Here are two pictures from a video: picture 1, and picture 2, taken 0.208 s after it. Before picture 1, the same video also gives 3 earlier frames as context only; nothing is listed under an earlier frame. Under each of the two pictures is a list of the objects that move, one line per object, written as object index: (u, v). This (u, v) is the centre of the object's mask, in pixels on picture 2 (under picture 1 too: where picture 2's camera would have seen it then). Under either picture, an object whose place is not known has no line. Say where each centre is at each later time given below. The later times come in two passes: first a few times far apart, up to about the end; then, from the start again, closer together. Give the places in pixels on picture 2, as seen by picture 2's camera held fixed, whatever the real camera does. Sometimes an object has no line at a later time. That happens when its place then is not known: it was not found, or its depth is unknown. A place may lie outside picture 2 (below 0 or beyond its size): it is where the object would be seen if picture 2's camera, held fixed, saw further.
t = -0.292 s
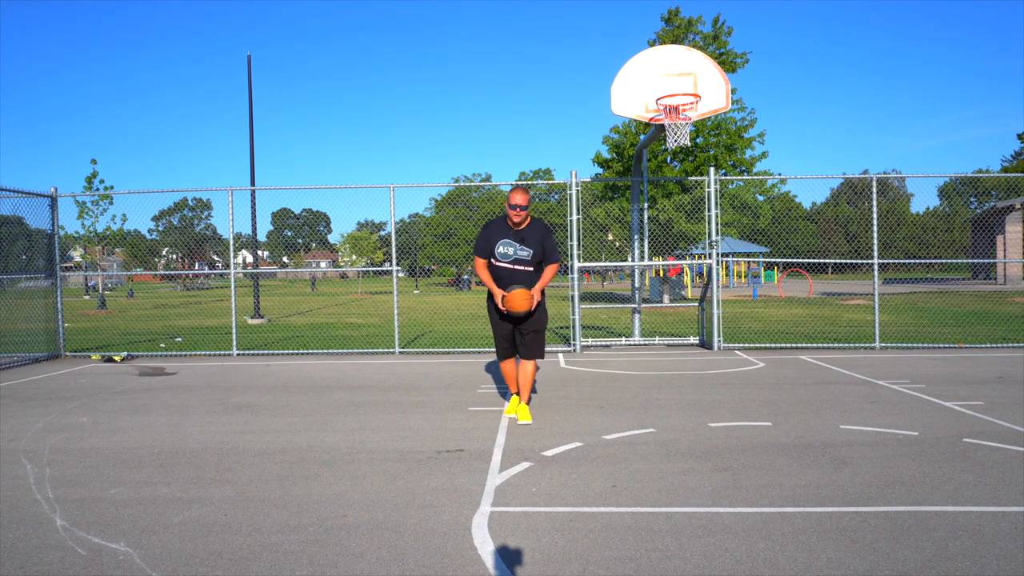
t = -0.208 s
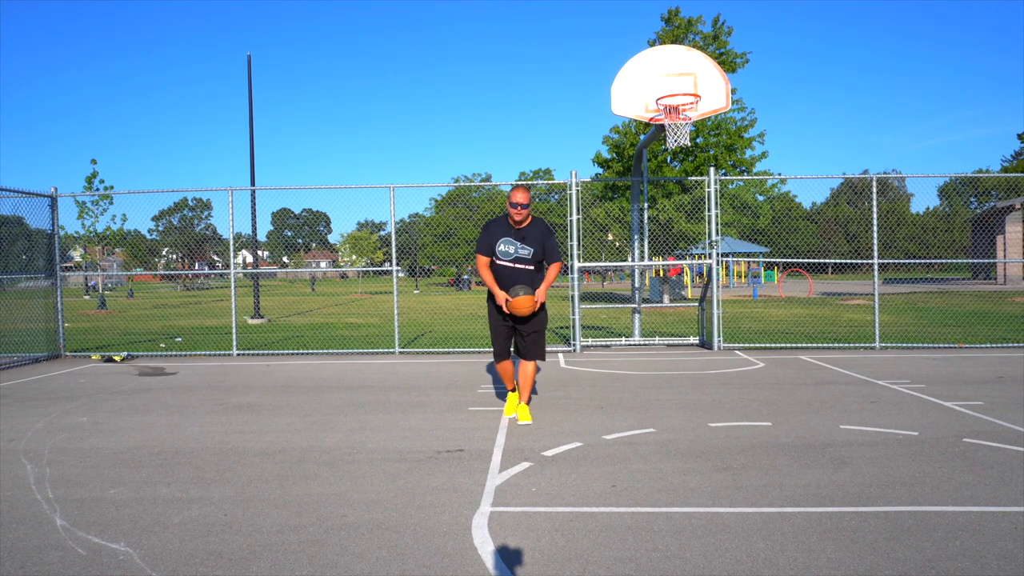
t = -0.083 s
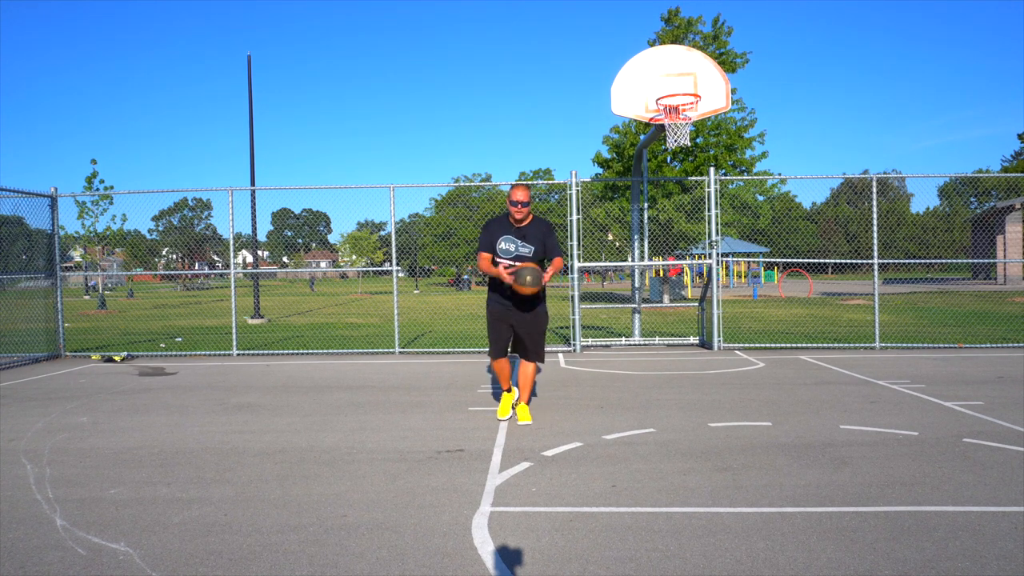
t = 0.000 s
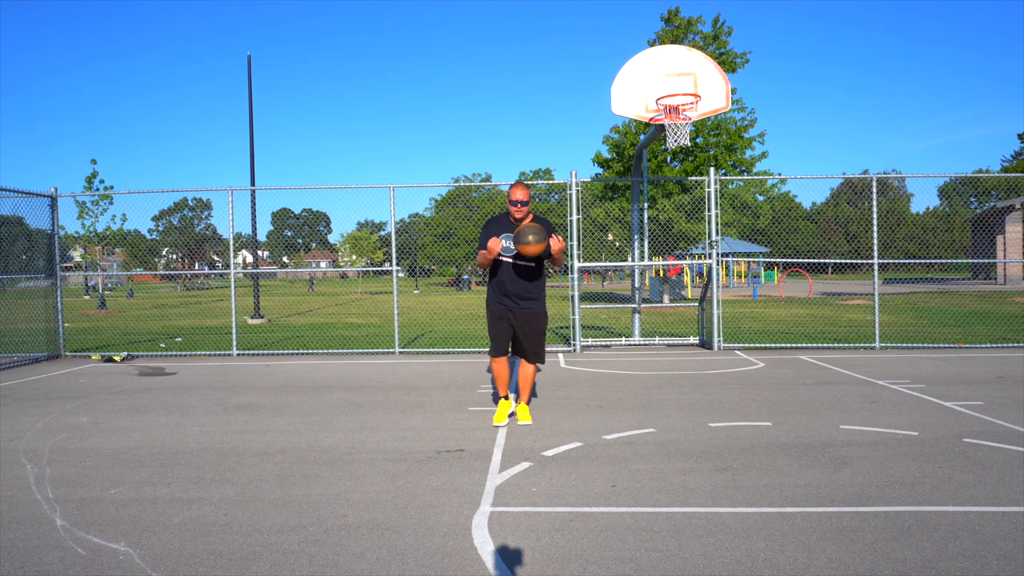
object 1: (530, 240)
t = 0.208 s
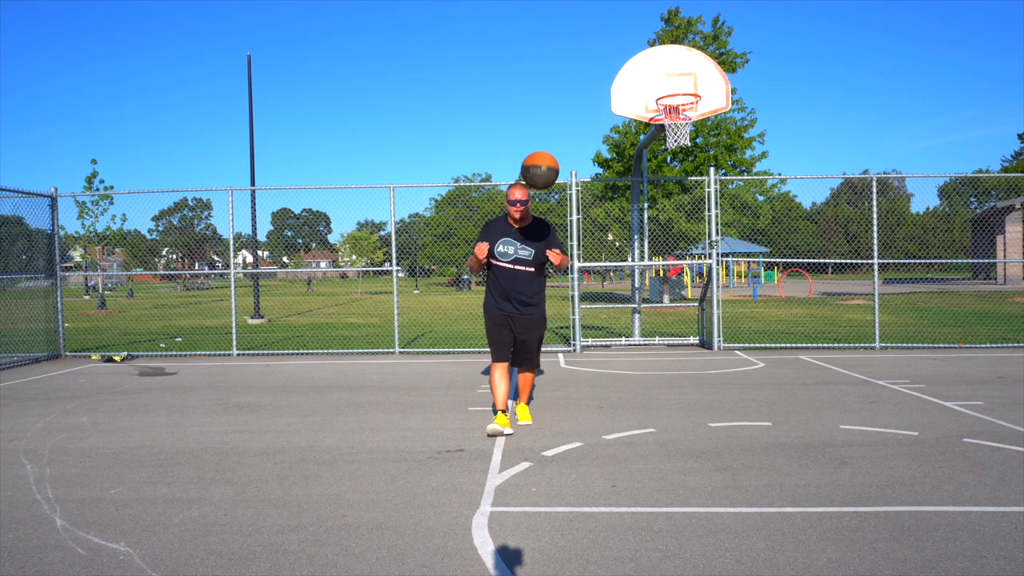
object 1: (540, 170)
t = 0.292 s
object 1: (545, 158)
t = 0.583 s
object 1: (569, 208)
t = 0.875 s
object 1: (611, 493)
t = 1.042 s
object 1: (610, 403)
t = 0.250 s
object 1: (542, 163)
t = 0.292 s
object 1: (545, 158)
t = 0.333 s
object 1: (548, 155)
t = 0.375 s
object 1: (551, 155)
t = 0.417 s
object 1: (554, 159)
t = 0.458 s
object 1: (557, 166)
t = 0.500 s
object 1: (561, 175)
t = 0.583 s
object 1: (569, 208)
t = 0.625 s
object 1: (575, 231)
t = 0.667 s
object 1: (579, 258)
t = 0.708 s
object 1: (584, 293)
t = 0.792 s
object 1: (597, 378)
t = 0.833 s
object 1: (603, 430)
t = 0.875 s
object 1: (611, 493)
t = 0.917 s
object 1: (615, 512)
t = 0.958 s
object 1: (613, 472)
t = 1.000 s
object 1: (611, 435)
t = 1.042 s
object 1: (610, 403)
